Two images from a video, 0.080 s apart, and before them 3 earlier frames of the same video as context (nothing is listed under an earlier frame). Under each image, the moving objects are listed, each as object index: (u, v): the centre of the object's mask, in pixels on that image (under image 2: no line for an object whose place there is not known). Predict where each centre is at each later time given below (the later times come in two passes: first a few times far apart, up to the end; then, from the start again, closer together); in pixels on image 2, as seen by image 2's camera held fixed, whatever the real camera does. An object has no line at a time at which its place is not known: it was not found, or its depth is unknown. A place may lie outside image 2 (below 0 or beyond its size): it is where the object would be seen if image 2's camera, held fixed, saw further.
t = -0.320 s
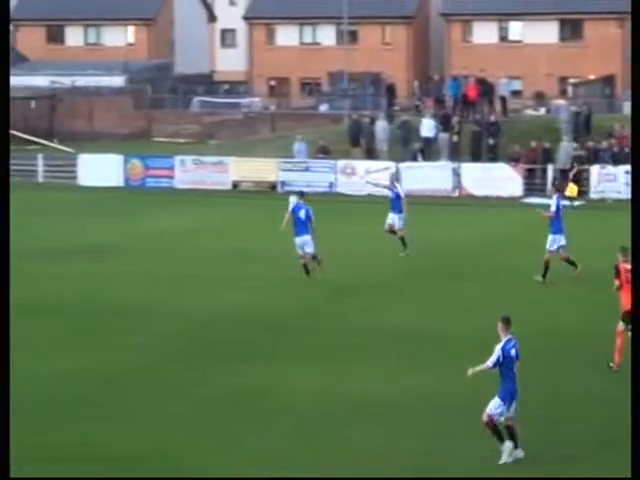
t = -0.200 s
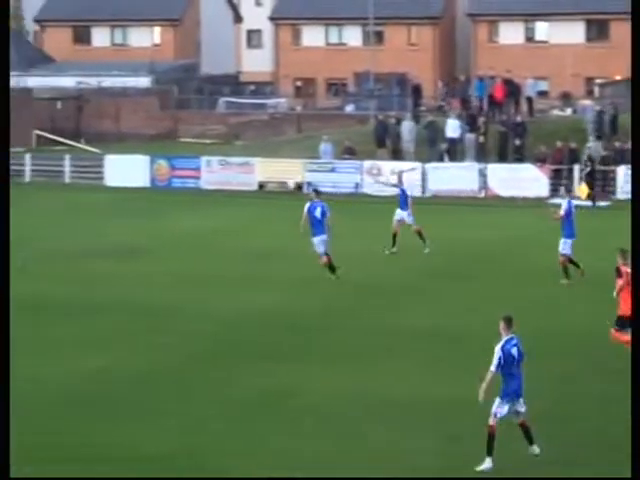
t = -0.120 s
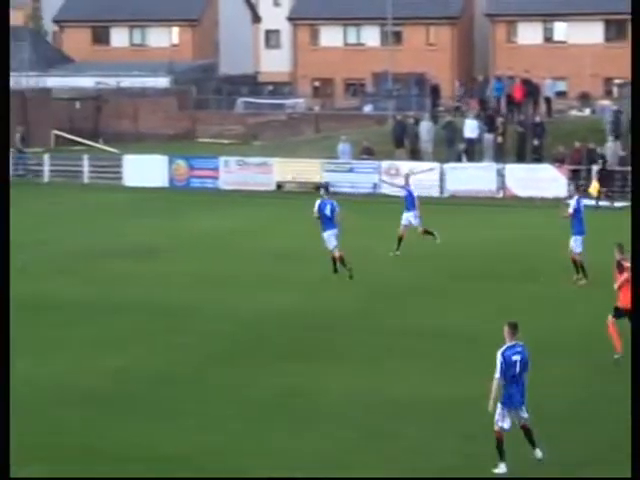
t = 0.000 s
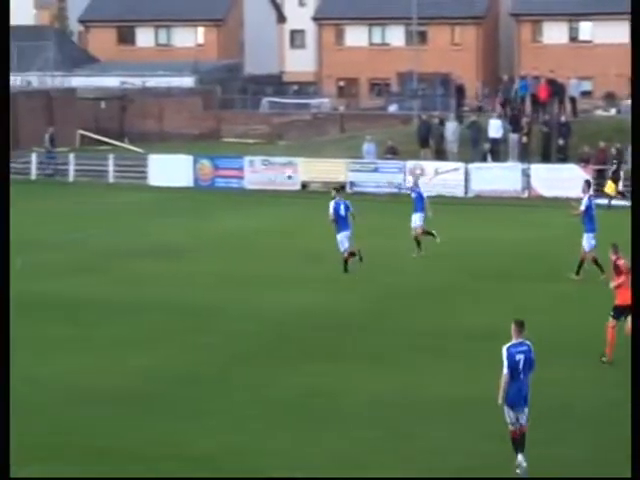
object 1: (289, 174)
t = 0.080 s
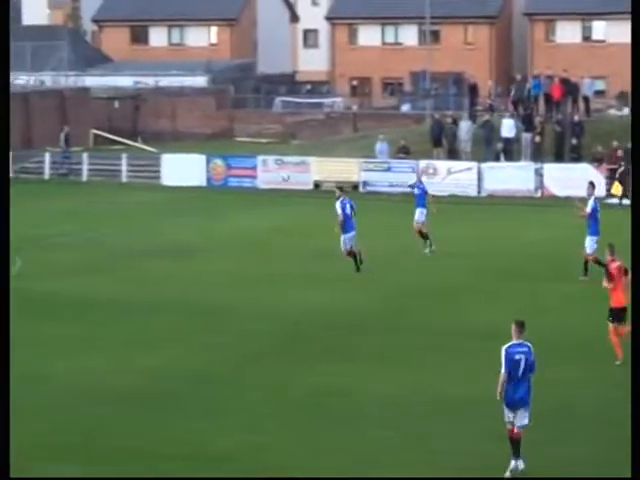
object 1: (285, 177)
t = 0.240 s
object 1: (252, 189)
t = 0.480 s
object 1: (207, 233)
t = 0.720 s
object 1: (172, 234)
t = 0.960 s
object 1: (142, 216)
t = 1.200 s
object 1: (114, 226)
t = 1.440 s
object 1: (89, 246)
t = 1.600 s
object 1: (71, 235)
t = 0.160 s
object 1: (267, 182)
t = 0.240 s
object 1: (252, 189)
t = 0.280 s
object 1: (244, 194)
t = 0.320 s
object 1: (237, 200)
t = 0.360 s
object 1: (229, 207)
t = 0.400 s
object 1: (222, 215)
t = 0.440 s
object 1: (215, 223)
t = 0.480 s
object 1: (207, 233)
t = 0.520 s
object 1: (200, 243)
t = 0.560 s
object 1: (193, 254)
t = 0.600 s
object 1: (188, 254)
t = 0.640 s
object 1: (183, 247)
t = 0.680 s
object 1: (178, 240)
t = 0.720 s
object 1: (172, 234)
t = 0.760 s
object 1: (167, 229)
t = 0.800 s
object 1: (162, 225)
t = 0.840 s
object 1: (157, 221)
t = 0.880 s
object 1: (152, 219)
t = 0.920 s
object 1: (147, 217)
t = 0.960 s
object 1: (142, 216)
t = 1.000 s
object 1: (137, 216)
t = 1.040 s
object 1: (132, 216)
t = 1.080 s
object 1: (128, 218)
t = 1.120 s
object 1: (123, 220)
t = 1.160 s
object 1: (118, 223)
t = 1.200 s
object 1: (114, 226)
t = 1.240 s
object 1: (110, 231)
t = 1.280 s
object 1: (106, 236)
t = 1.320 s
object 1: (102, 242)
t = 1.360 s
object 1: (97, 249)
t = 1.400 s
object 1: (94, 251)
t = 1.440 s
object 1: (89, 246)
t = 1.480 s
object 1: (84, 242)
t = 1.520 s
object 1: (80, 239)
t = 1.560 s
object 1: (75, 237)
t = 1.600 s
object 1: (71, 235)
